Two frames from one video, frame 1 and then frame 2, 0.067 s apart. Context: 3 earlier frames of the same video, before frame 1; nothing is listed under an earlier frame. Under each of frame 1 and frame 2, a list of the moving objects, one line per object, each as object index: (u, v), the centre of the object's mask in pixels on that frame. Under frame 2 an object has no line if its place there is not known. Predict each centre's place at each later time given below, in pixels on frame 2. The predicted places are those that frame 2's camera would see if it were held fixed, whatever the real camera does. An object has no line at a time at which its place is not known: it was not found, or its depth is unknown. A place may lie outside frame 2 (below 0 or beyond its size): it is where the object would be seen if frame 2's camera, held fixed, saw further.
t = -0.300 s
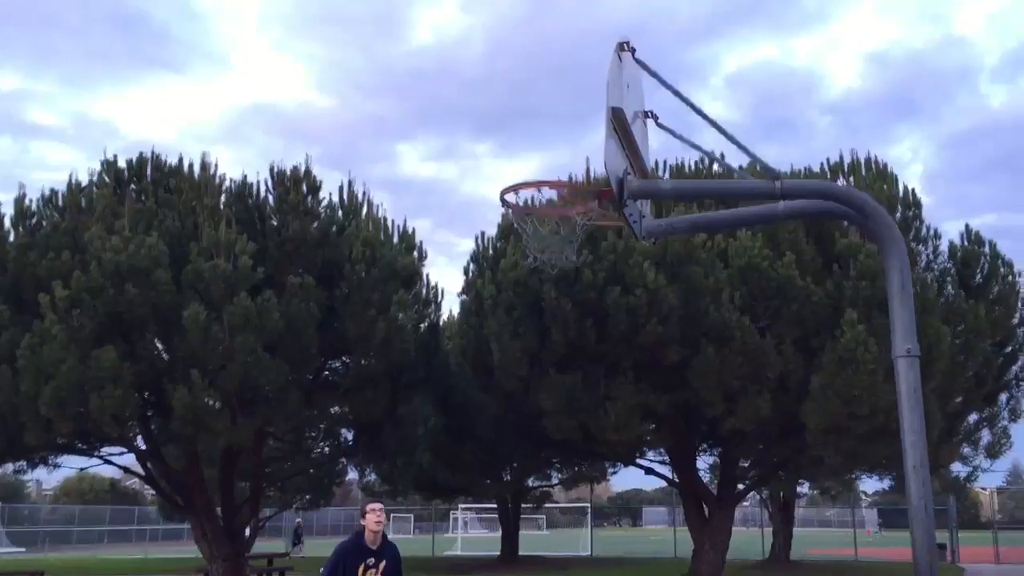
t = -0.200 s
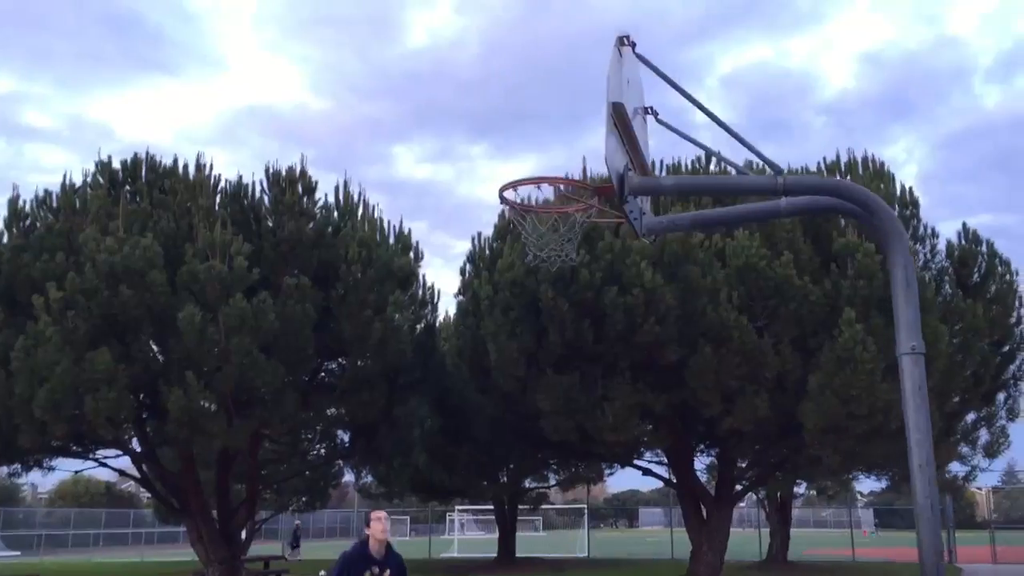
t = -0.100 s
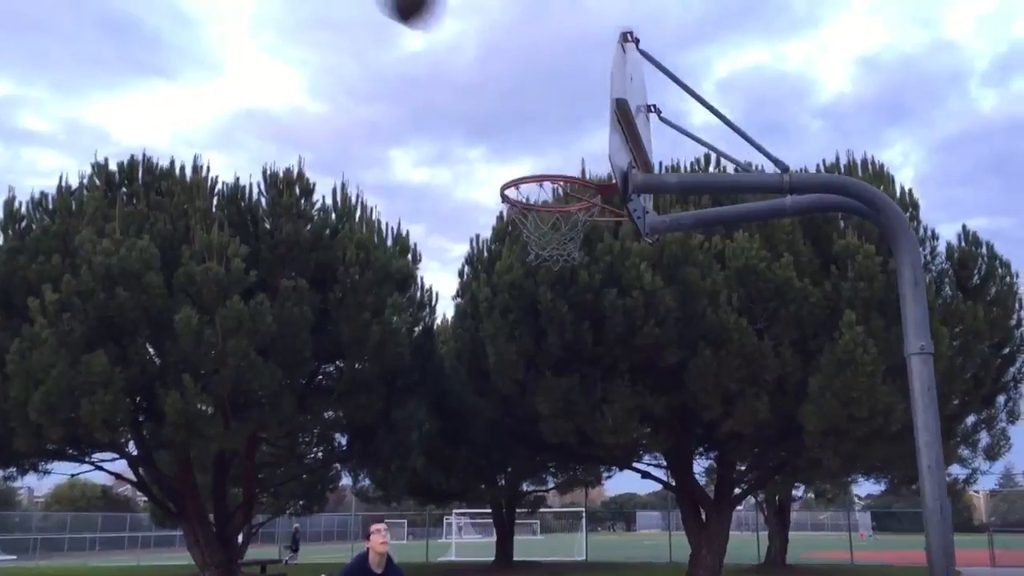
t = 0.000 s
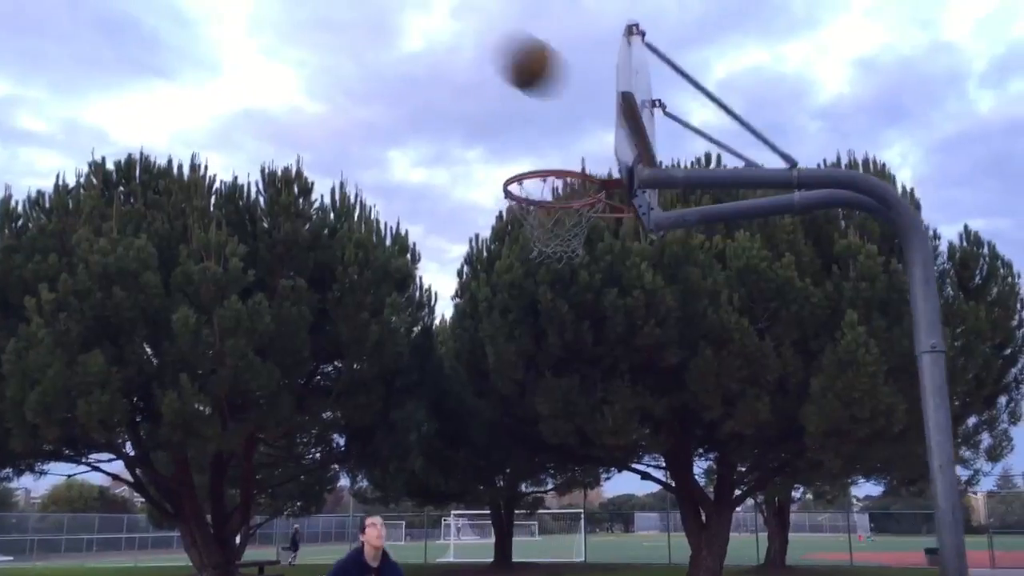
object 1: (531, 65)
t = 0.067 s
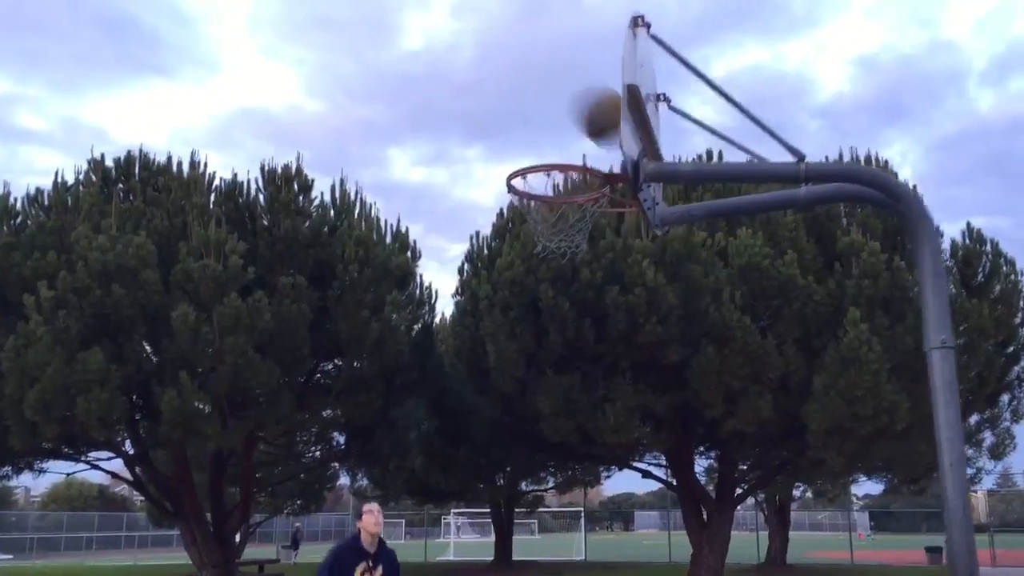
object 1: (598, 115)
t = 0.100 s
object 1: (596, 140)
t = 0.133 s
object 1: (577, 135)
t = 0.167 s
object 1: (559, 127)
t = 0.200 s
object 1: (542, 120)
